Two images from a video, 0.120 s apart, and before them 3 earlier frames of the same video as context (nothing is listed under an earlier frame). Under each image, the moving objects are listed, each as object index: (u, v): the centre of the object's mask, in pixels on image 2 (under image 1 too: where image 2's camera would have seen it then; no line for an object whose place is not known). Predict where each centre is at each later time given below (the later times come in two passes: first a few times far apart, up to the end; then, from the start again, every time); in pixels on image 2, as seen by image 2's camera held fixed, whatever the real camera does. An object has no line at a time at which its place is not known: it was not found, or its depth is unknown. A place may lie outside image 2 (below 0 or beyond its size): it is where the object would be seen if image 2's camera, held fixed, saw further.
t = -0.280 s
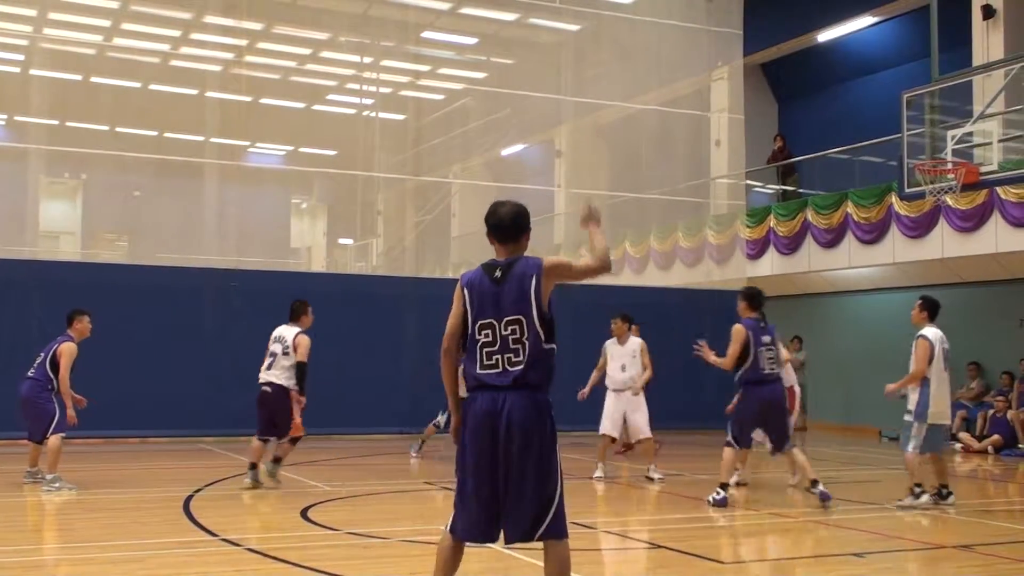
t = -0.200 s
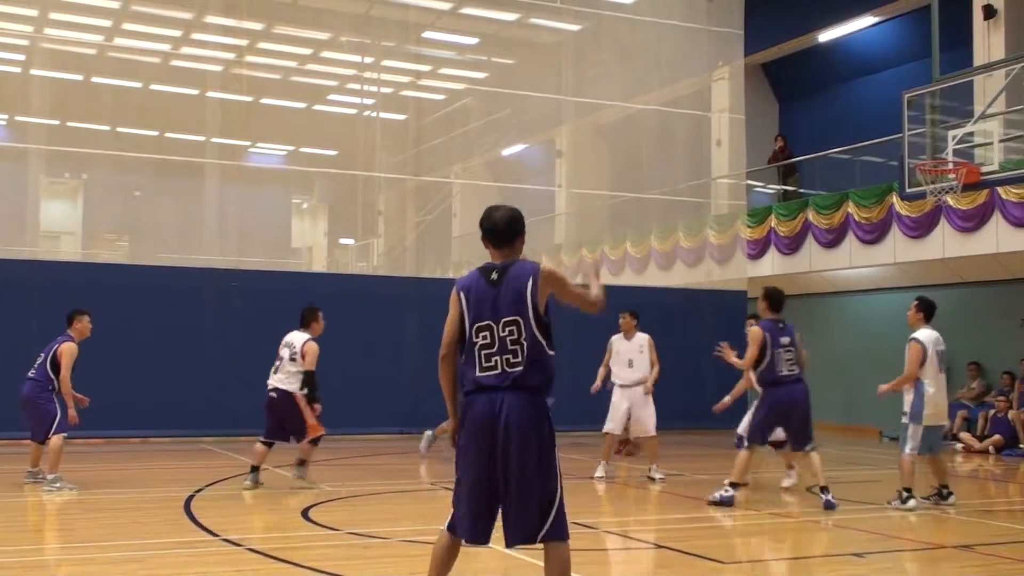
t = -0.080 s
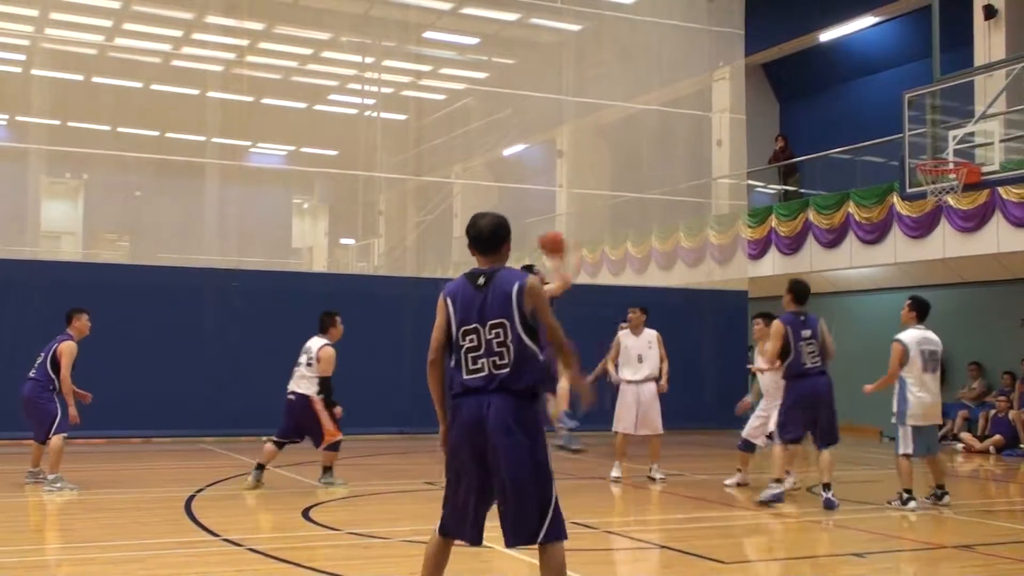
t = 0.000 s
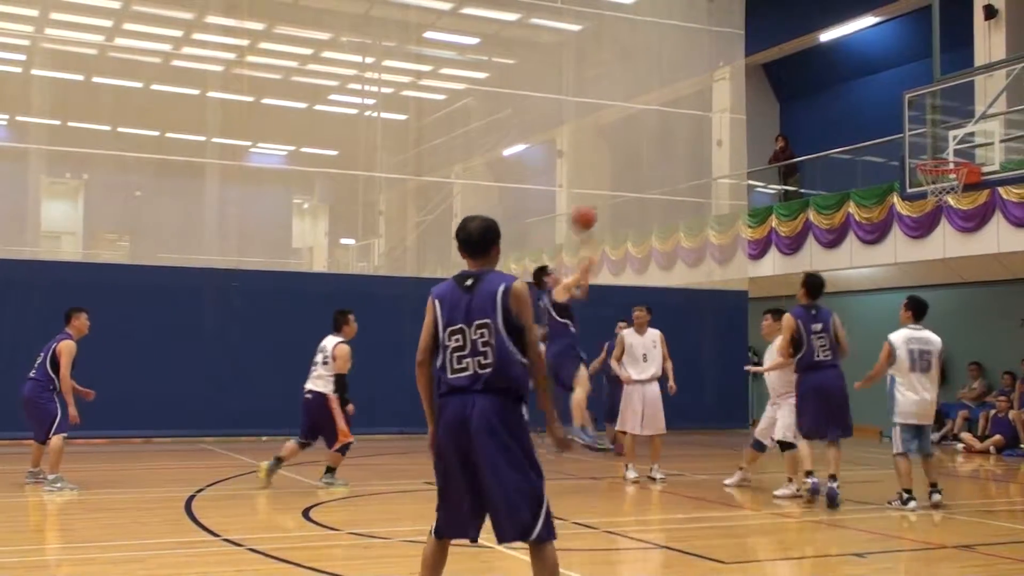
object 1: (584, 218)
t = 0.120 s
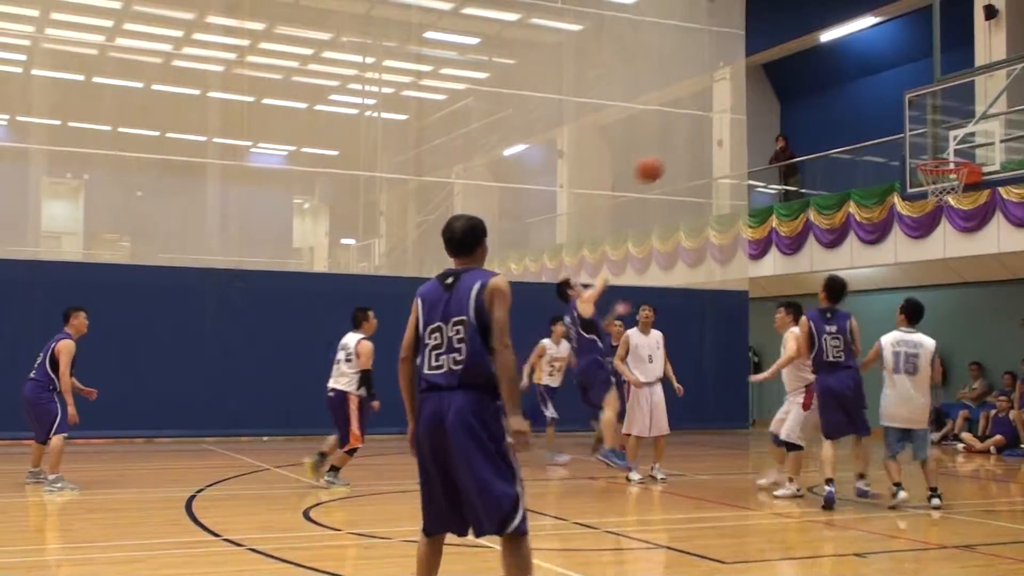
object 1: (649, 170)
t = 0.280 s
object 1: (737, 130)
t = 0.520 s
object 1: (868, 115)
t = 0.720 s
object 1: (974, 148)
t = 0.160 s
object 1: (671, 157)
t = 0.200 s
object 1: (692, 148)
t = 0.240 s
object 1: (713, 138)
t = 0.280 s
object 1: (737, 130)
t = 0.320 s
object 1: (759, 123)
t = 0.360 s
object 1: (781, 119)
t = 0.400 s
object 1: (803, 115)
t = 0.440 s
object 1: (825, 114)
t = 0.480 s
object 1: (847, 114)
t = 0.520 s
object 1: (868, 115)
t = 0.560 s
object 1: (890, 119)
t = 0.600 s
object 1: (911, 122)
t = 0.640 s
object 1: (935, 129)
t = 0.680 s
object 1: (954, 138)
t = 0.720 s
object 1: (974, 148)
